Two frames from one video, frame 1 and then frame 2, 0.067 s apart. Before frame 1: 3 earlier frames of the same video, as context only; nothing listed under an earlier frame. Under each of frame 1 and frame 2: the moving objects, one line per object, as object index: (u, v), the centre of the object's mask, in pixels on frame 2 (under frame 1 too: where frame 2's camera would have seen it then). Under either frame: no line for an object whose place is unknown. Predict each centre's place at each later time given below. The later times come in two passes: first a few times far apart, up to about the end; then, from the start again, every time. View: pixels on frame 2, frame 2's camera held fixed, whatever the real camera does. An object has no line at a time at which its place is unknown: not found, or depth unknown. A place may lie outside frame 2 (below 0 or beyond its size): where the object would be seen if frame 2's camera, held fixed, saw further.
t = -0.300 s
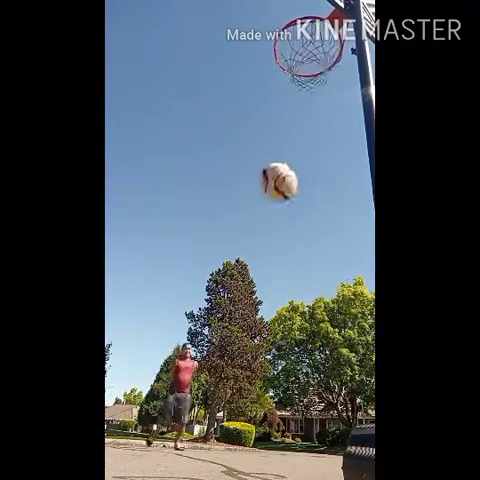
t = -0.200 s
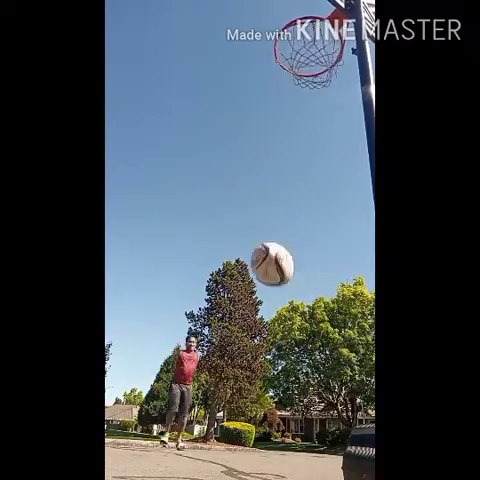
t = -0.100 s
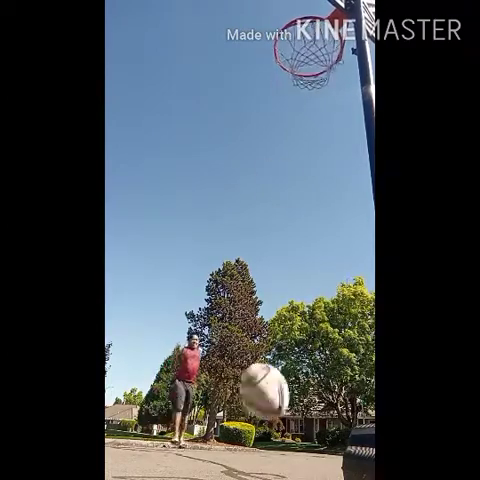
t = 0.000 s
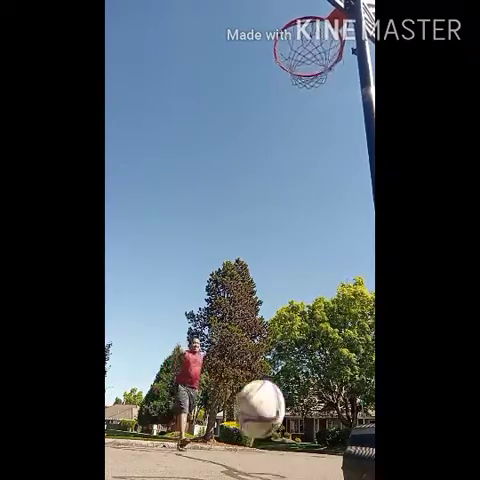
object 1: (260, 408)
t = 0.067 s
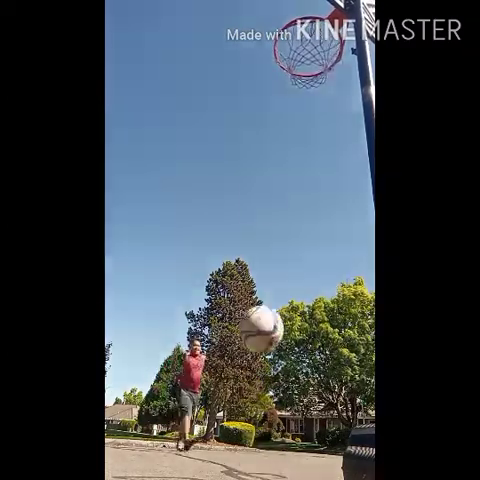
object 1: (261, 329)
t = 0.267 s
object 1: (262, 202)
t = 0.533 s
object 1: (260, 158)
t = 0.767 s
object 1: (257, 193)
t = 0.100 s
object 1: (263, 297)
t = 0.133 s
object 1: (261, 272)
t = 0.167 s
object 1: (261, 250)
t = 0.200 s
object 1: (262, 232)
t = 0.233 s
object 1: (262, 216)
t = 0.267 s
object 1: (262, 202)
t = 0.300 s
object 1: (262, 191)
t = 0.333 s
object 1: (262, 182)
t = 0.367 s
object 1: (262, 174)
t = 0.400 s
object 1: (261, 168)
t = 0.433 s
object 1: (262, 163)
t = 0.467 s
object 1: (260, 160)
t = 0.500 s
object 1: (260, 159)
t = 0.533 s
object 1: (260, 158)
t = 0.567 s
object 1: (260, 159)
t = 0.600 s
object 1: (259, 161)
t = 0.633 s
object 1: (259, 165)
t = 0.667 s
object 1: (258, 170)
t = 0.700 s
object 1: (258, 176)
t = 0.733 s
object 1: (258, 184)
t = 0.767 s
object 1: (257, 193)
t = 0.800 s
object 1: (256, 204)
